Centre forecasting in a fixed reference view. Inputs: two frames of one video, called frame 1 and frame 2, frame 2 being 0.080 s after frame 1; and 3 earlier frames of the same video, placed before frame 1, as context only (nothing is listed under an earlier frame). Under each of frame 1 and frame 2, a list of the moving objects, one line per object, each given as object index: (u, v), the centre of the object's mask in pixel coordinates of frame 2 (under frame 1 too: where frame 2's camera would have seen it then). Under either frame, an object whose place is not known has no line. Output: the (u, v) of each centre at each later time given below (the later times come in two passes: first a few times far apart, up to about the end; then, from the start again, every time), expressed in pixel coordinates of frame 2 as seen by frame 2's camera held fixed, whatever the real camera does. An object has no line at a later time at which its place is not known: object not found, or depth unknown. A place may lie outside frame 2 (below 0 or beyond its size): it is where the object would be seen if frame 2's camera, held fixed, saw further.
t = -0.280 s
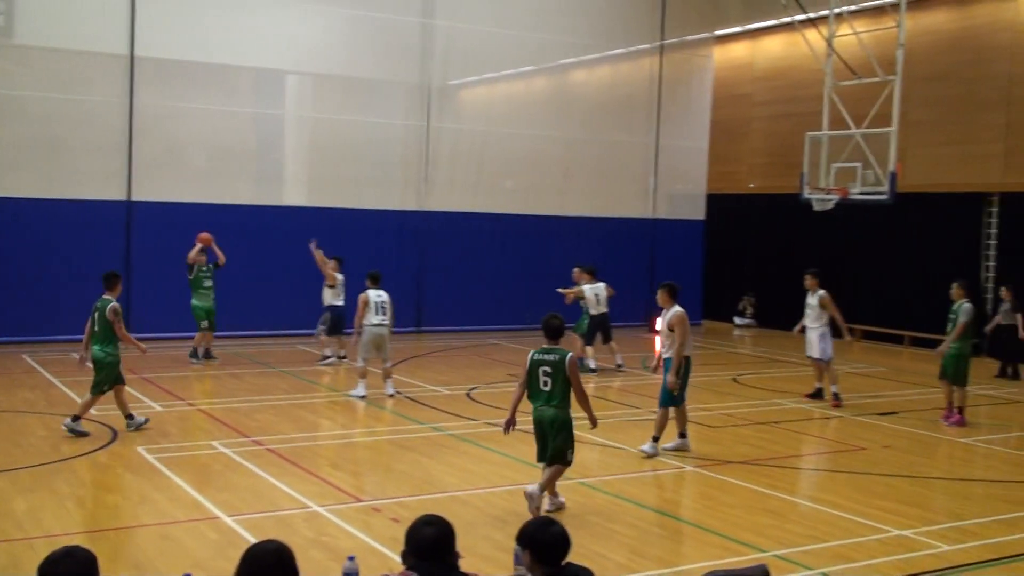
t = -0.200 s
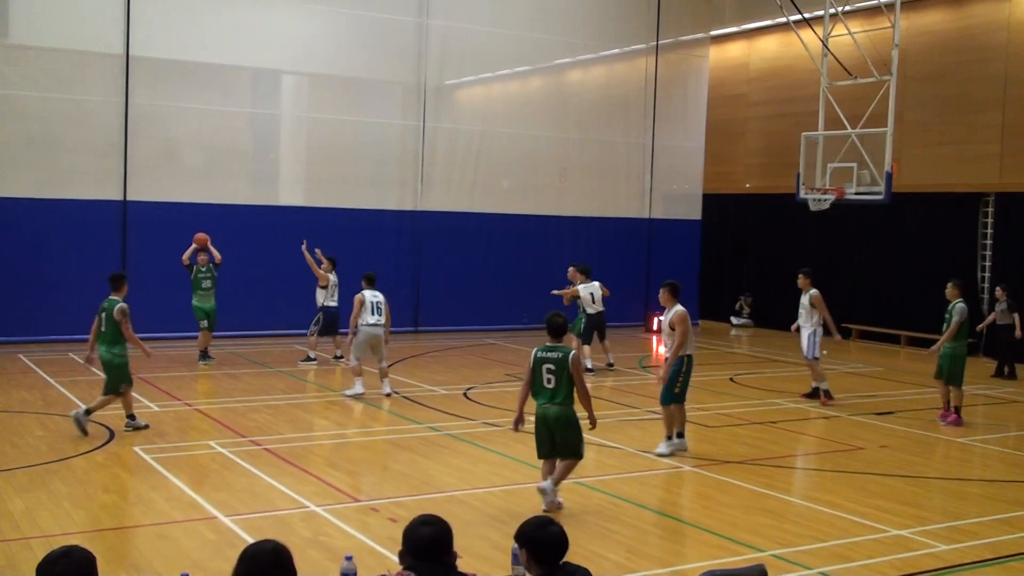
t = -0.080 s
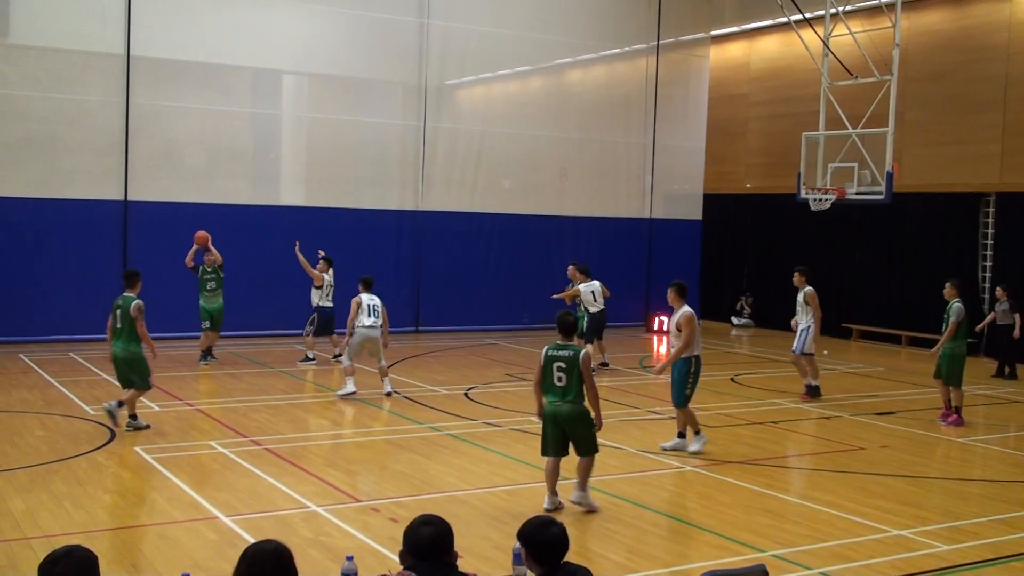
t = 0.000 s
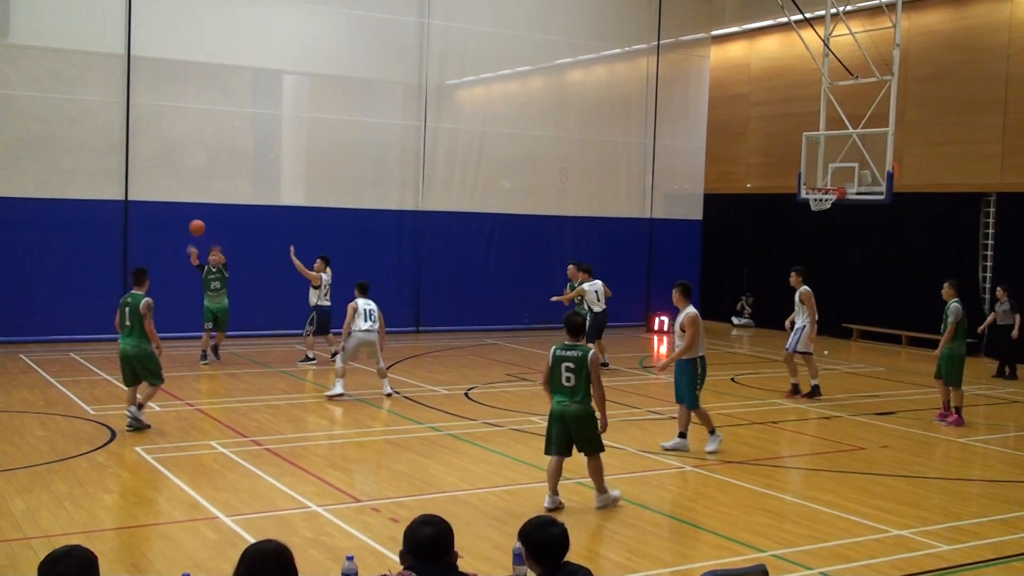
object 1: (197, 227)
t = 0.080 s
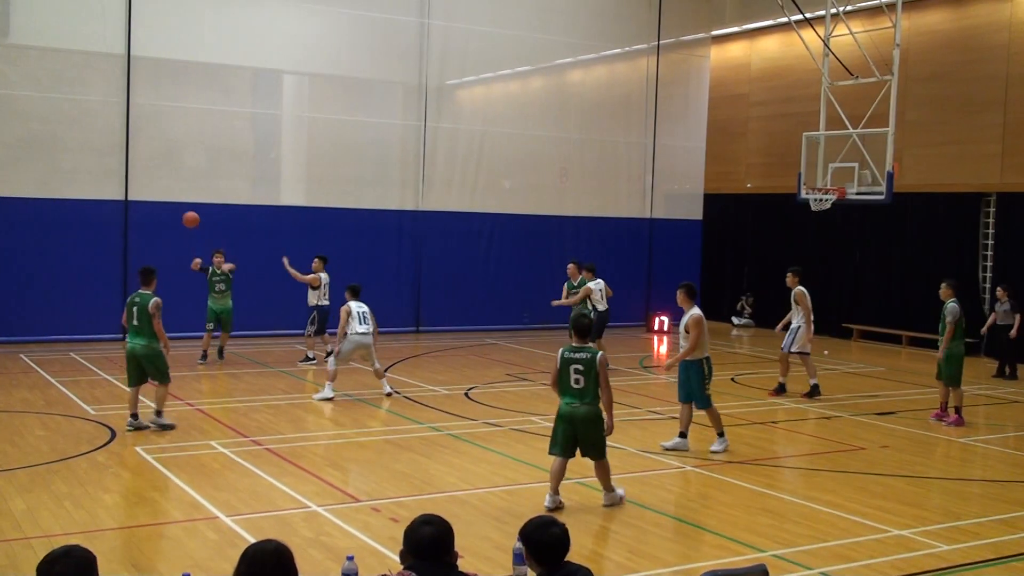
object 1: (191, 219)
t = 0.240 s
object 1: (177, 215)
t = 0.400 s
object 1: (162, 229)
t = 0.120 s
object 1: (187, 217)
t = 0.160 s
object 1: (184, 215)
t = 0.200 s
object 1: (181, 215)
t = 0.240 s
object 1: (177, 215)
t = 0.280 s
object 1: (173, 217)
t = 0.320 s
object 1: (169, 220)
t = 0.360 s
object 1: (166, 224)
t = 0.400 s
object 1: (162, 229)
